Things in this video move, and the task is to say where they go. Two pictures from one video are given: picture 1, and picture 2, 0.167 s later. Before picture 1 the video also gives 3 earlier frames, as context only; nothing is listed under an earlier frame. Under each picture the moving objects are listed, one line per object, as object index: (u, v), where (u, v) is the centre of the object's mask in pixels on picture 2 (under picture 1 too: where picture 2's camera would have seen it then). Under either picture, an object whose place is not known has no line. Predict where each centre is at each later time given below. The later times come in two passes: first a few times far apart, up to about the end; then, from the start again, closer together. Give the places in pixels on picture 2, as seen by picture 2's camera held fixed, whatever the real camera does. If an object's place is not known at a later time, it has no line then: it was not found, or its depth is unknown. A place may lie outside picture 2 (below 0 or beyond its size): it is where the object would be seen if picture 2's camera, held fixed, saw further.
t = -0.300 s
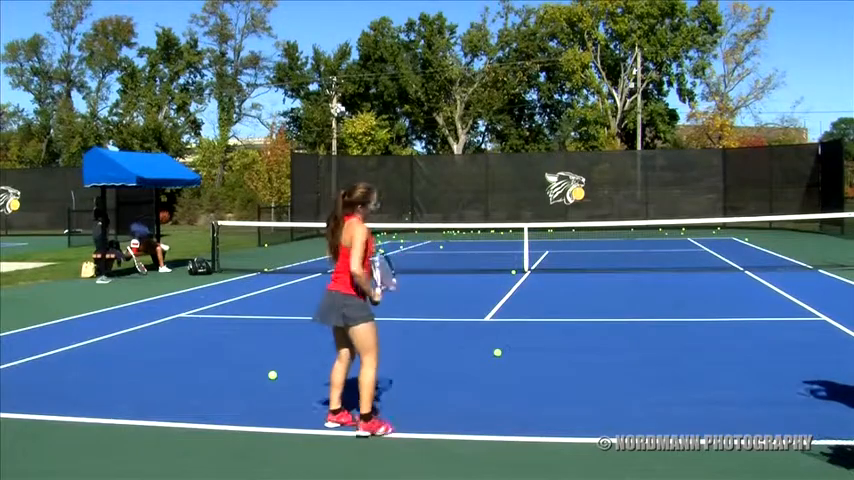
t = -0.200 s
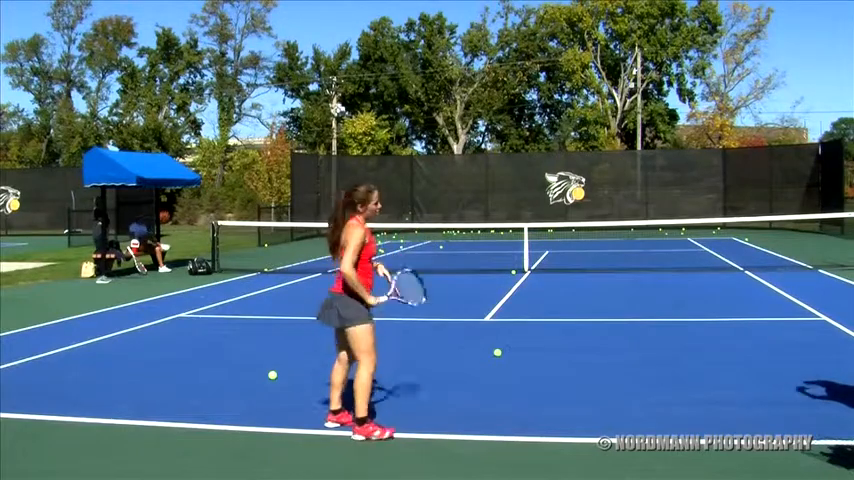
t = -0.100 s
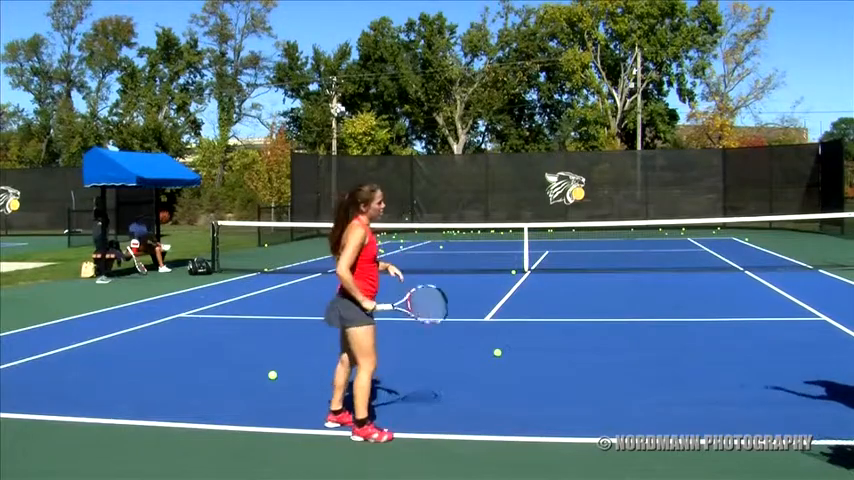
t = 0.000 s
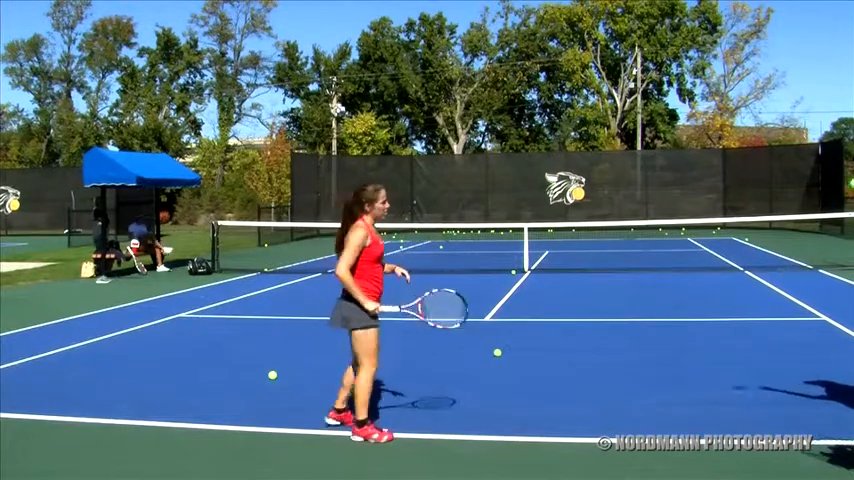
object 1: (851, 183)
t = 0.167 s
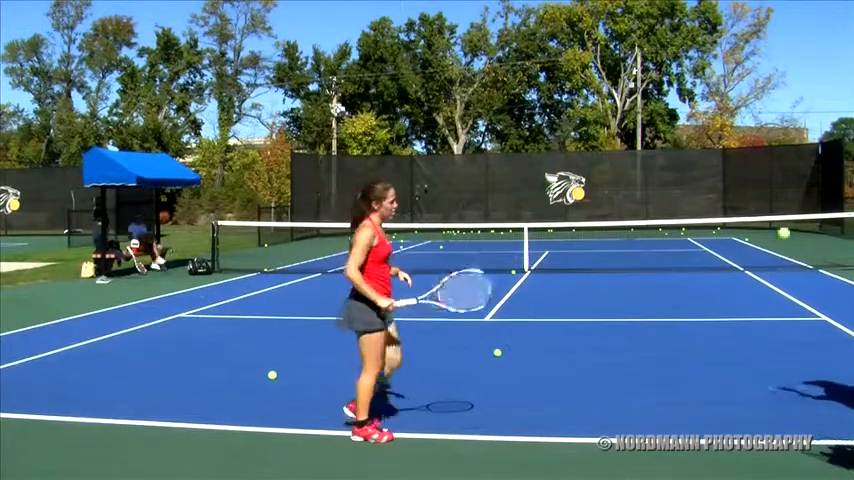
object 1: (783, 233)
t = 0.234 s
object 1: (755, 264)
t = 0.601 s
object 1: (617, 370)
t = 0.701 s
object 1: (589, 328)
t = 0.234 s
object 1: (755, 264)
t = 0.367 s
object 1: (698, 349)
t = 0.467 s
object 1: (655, 426)
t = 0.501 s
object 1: (644, 429)
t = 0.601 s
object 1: (617, 370)
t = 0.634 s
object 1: (608, 354)
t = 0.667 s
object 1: (598, 340)
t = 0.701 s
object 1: (589, 328)
